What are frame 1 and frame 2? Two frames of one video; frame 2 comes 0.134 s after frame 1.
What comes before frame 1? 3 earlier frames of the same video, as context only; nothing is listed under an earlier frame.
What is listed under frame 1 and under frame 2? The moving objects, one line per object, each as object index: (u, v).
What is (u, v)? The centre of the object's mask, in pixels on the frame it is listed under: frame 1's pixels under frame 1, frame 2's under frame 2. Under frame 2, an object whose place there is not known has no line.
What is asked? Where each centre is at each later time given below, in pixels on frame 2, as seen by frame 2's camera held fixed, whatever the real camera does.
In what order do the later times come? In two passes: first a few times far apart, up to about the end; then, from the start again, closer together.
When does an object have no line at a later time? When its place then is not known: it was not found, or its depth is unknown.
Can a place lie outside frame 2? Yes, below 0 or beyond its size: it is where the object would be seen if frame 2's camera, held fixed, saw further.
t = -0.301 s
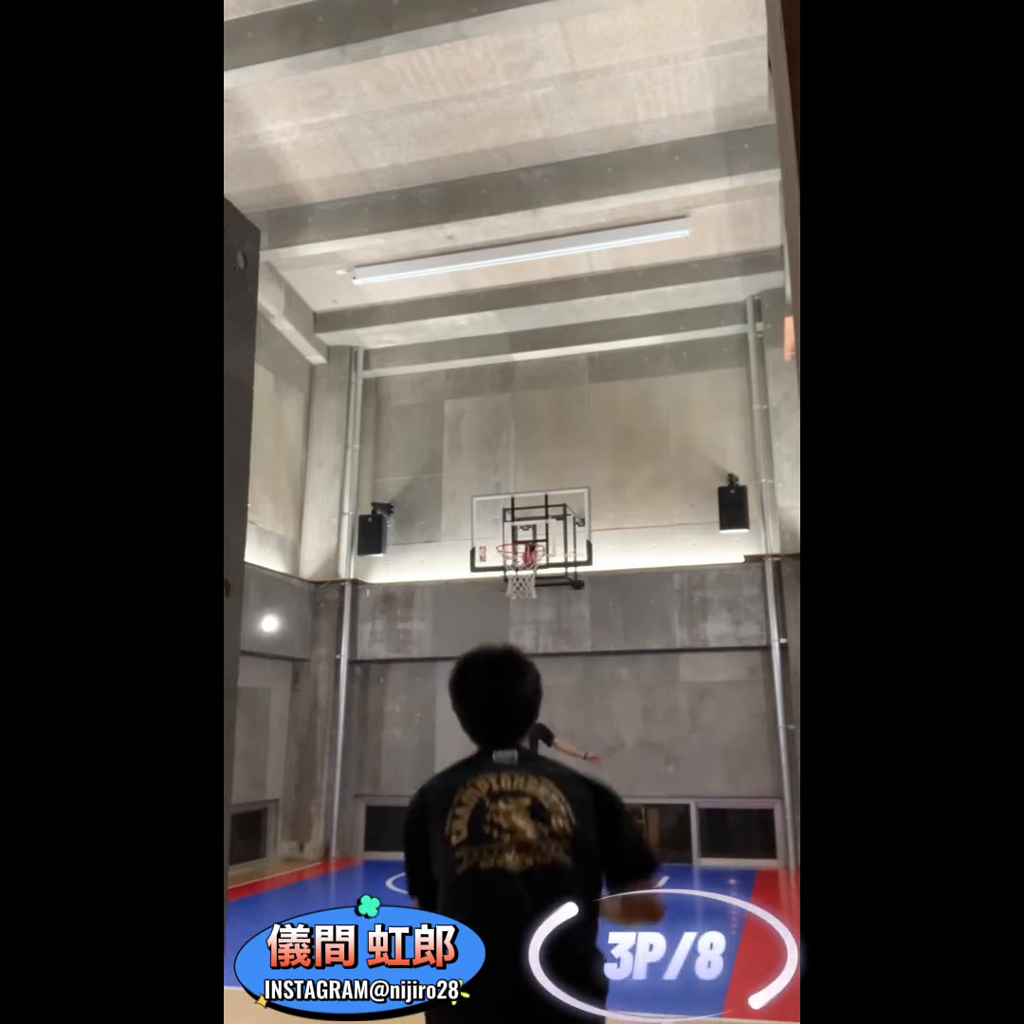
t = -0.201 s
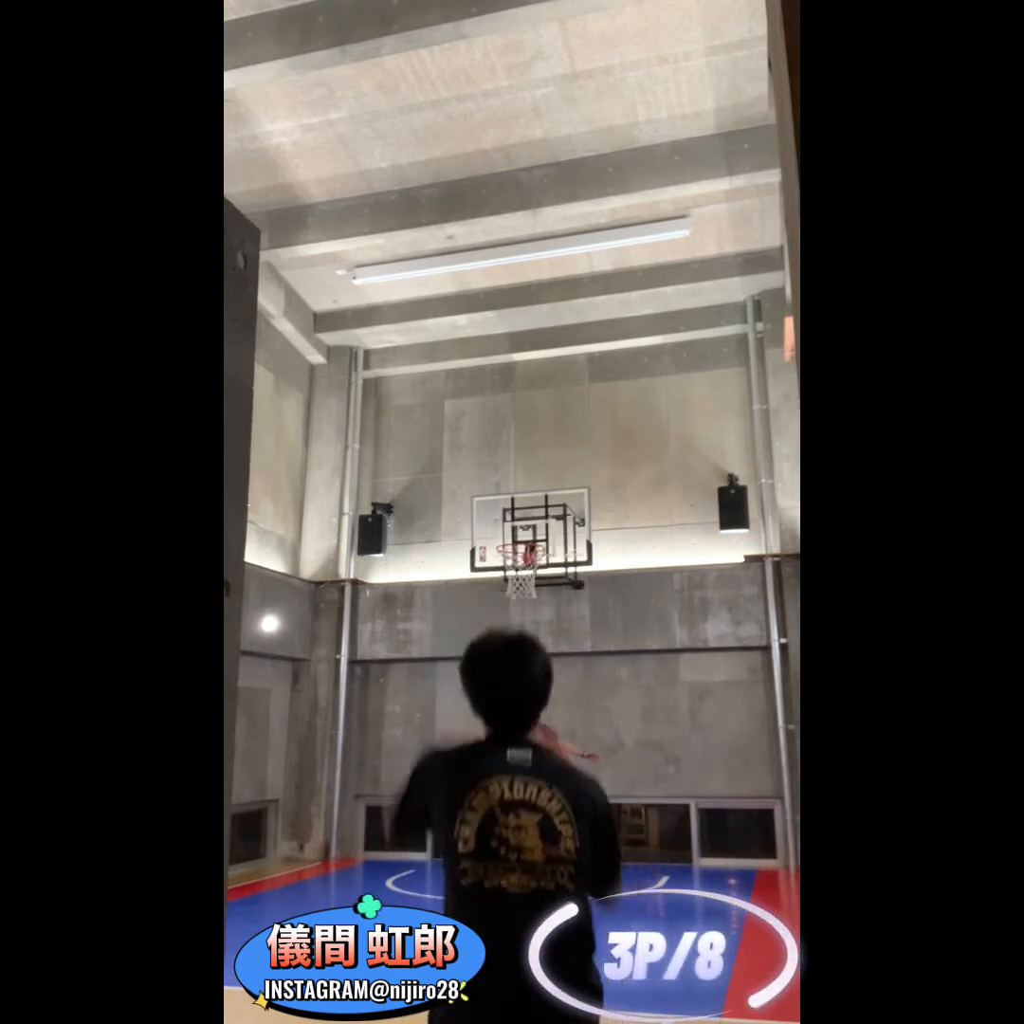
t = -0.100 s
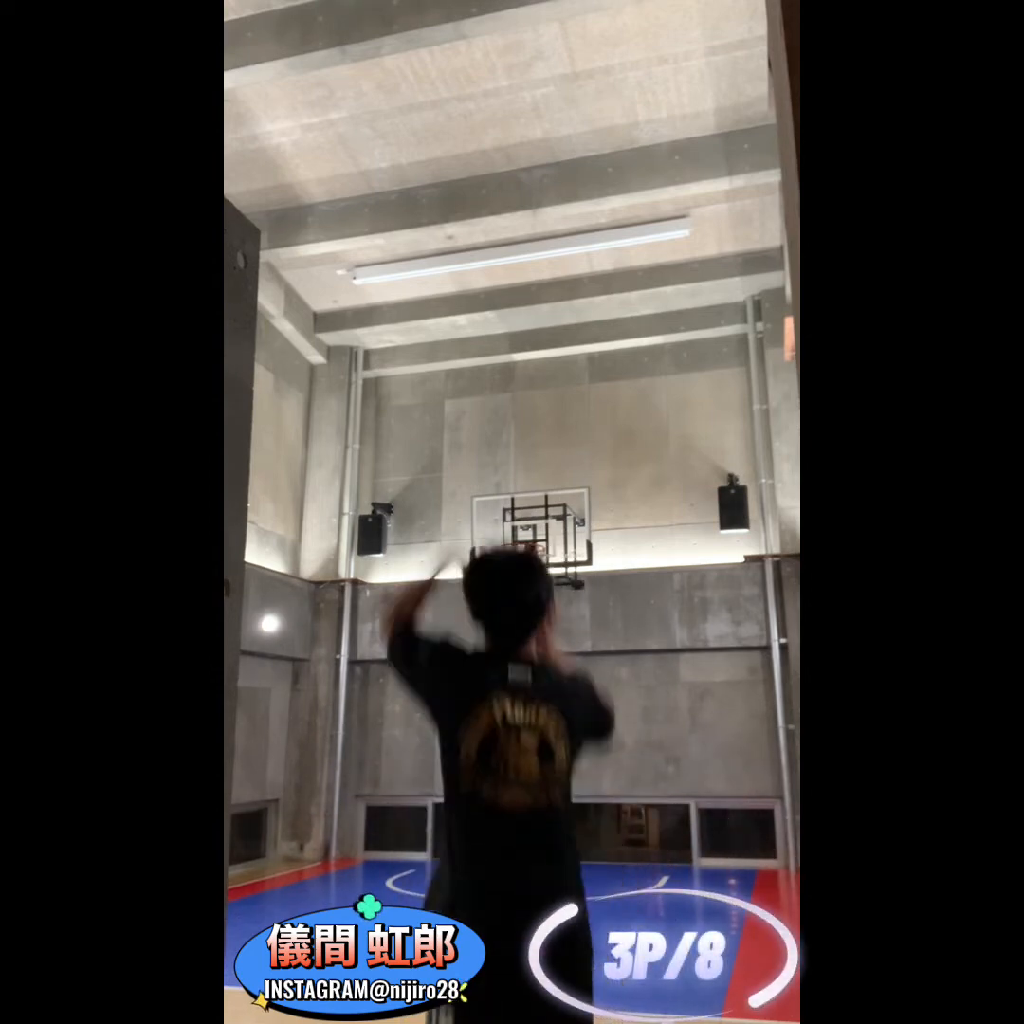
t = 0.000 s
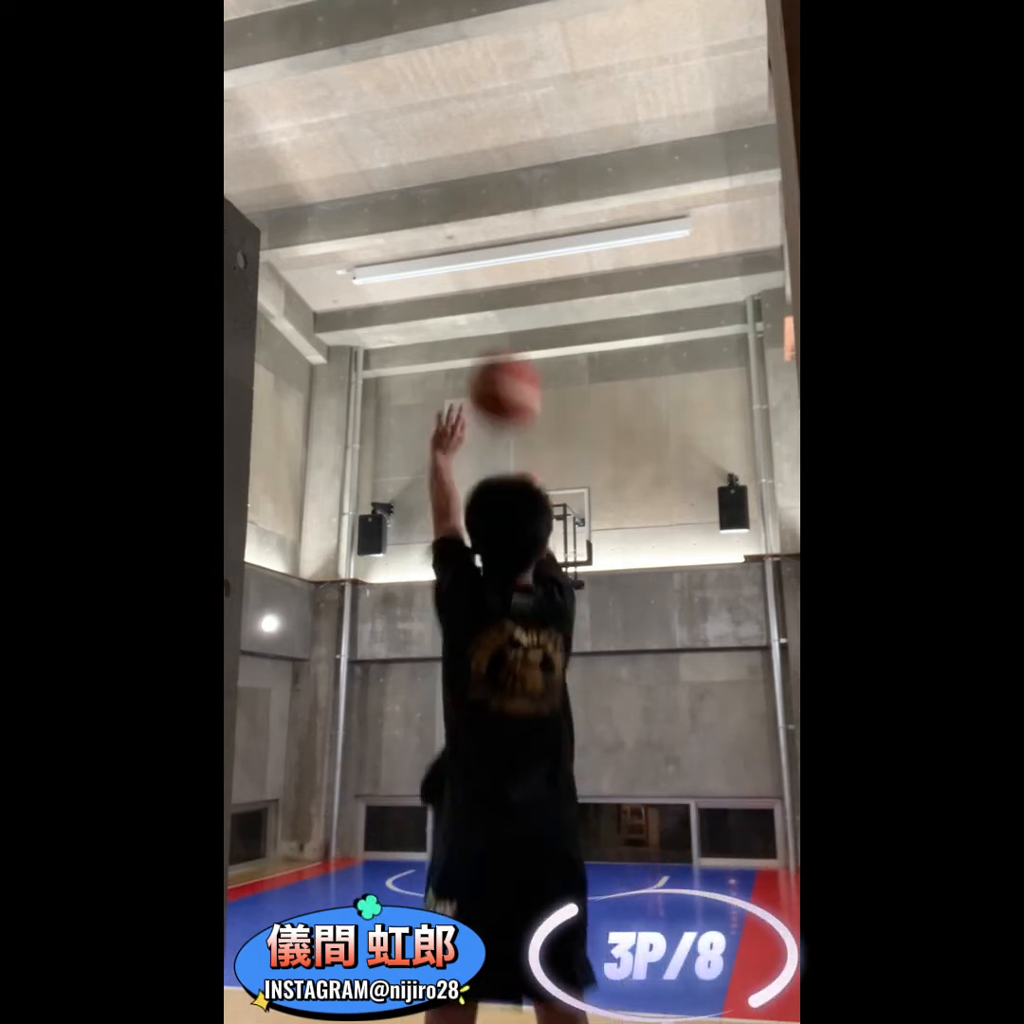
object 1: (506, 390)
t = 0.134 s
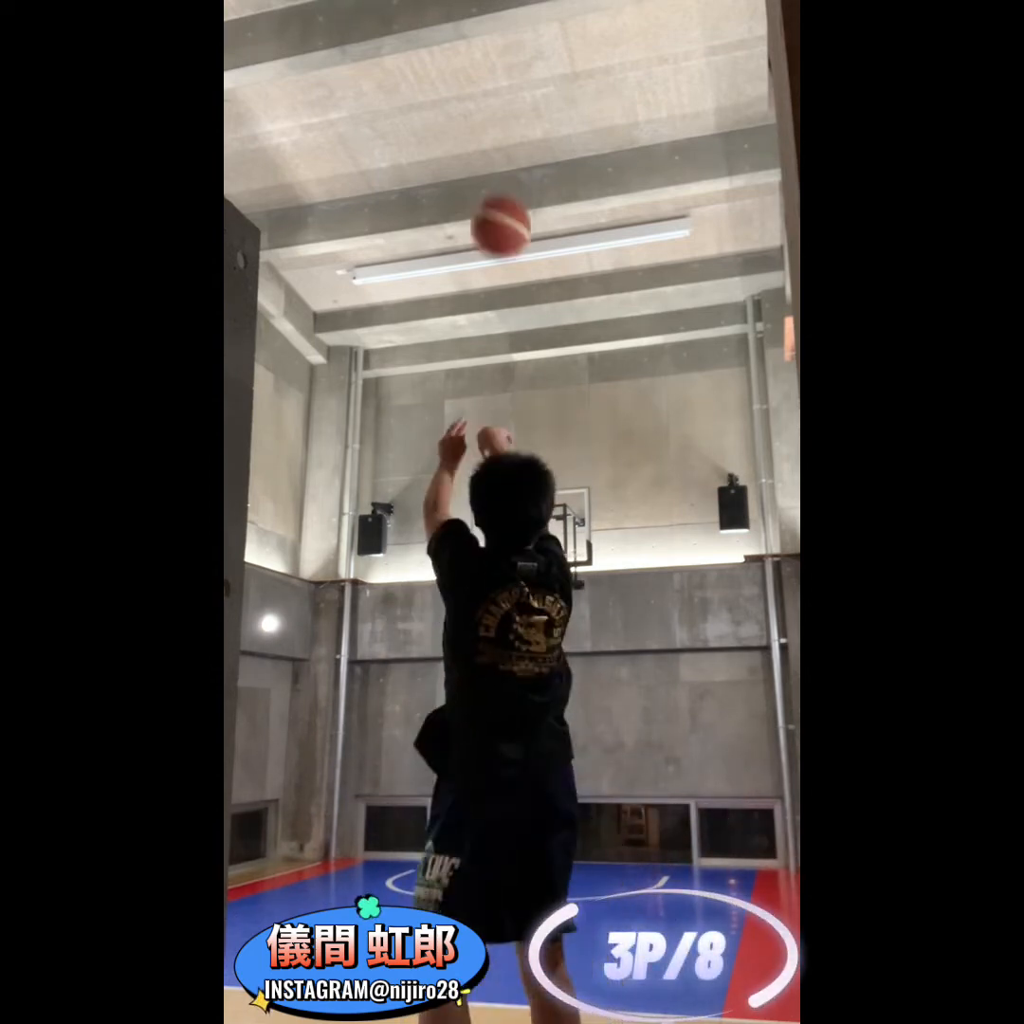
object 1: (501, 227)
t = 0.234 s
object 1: (501, 167)
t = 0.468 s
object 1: (504, 127)
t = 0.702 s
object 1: (508, 167)
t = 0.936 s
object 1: (511, 254)
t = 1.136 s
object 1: (514, 354)
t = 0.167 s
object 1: (501, 203)
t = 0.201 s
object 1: (501, 184)
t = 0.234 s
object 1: (501, 167)
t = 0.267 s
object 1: (501, 153)
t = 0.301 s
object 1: (501, 143)
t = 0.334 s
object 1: (501, 136)
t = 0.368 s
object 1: (502, 131)
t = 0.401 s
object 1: (503, 128)
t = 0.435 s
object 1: (503, 127)
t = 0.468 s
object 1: (504, 127)
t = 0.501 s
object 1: (504, 129)
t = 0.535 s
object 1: (505, 132)
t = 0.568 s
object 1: (505, 137)
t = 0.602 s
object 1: (506, 143)
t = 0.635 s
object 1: (506, 150)
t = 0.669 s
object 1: (507, 158)
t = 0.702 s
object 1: (508, 167)
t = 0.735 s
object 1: (508, 178)
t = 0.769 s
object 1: (509, 190)
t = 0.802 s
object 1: (510, 200)
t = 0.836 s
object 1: (511, 213)
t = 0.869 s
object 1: (510, 227)
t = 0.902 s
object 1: (511, 239)
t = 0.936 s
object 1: (511, 254)
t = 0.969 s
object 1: (512, 269)
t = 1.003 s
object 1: (513, 286)
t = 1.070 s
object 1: (514, 318)
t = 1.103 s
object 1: (514, 336)
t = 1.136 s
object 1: (514, 354)
